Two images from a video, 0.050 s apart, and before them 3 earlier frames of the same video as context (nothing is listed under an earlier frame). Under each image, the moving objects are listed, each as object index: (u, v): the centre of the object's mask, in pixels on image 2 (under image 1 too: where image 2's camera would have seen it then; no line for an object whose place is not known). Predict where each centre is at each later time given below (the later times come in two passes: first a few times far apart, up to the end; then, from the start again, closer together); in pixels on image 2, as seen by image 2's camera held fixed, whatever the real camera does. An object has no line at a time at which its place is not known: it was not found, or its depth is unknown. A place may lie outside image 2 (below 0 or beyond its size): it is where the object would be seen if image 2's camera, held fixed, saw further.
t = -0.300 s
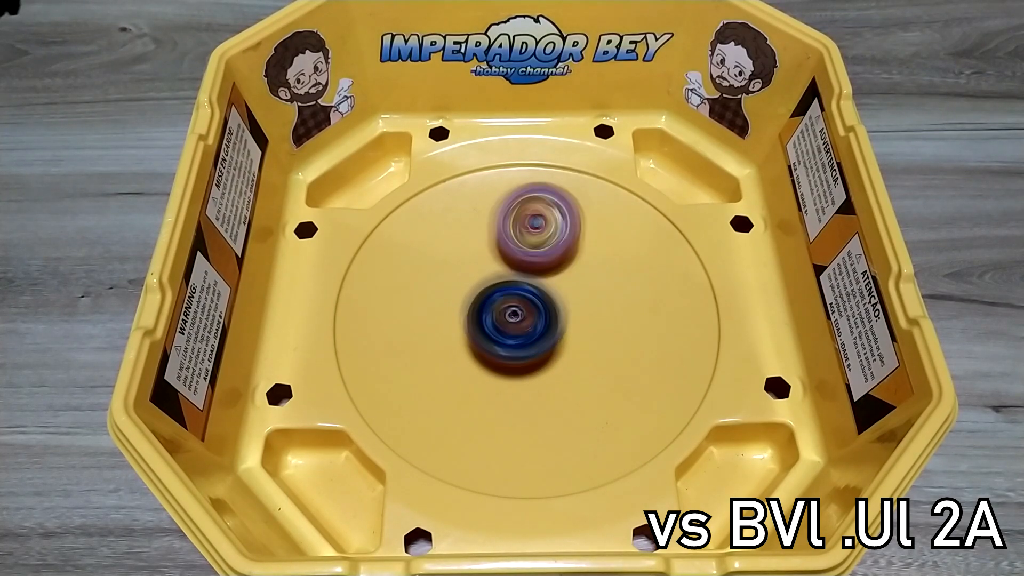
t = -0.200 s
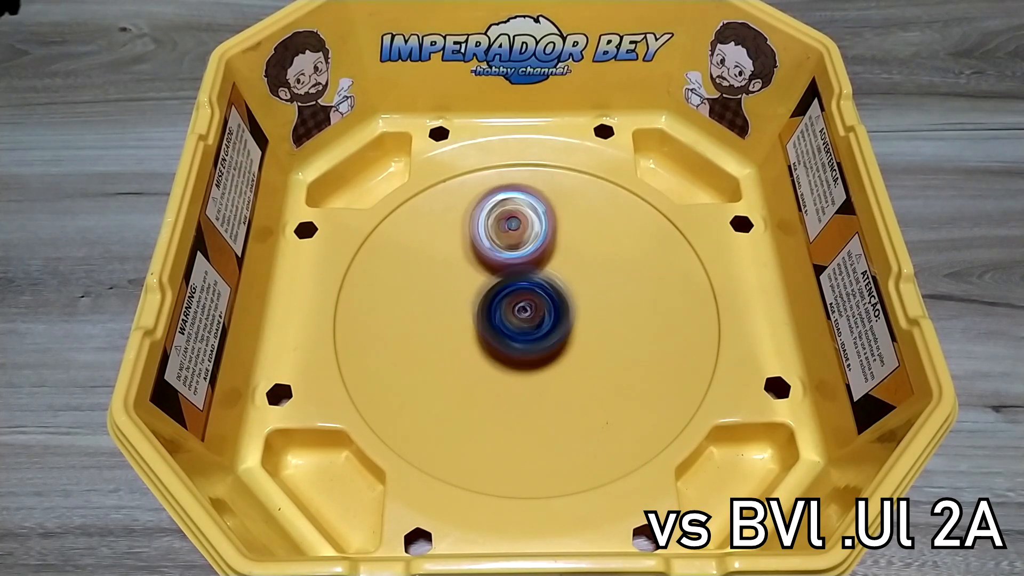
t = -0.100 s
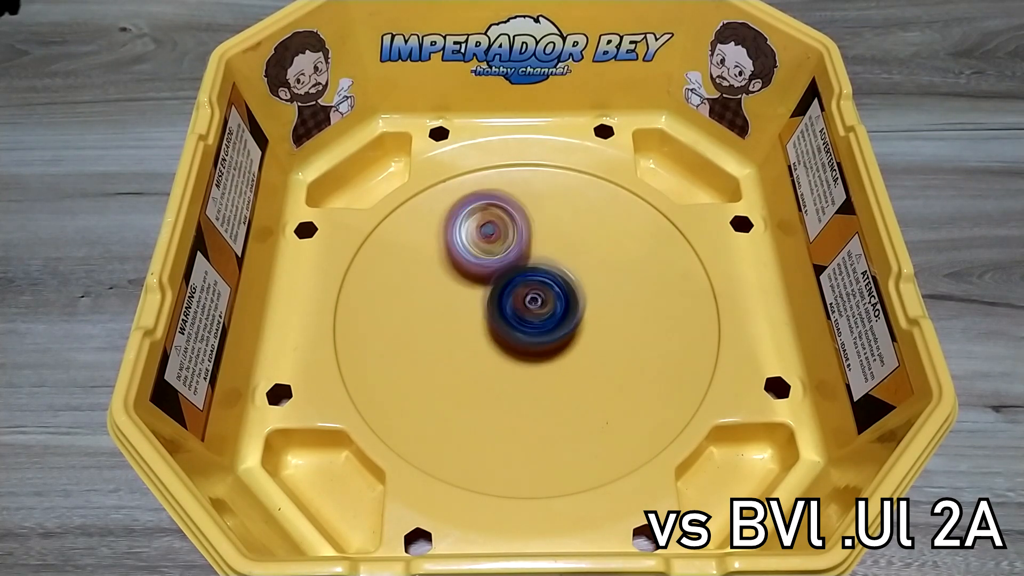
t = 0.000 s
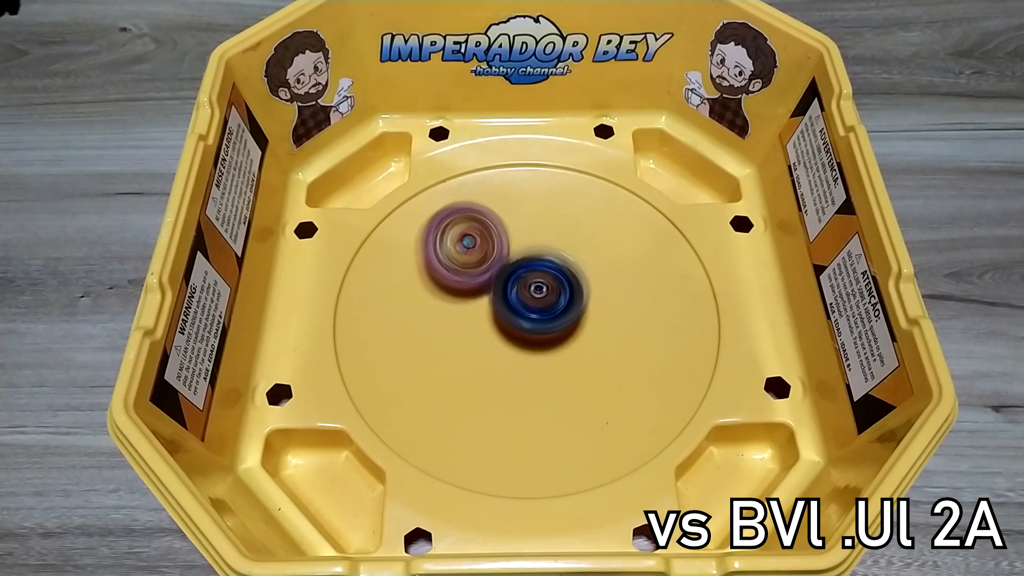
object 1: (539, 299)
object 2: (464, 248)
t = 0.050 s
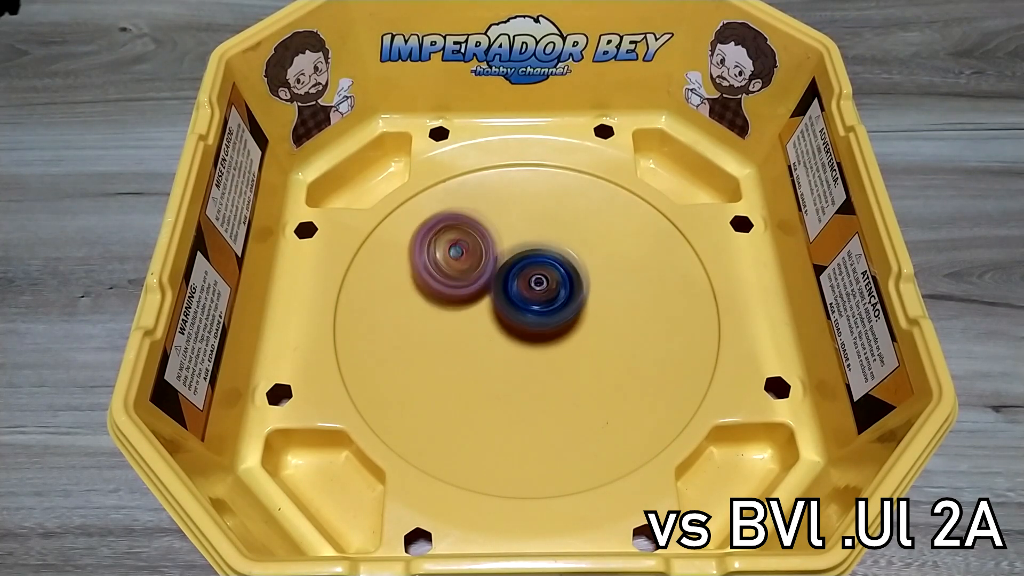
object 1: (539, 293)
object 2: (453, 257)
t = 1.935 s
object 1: (536, 312)
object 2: (505, 228)
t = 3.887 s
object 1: (548, 298)
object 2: (530, 212)
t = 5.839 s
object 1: (528, 307)
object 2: (524, 225)
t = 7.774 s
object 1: (512, 321)
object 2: (479, 228)
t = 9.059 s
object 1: (525, 329)
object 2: (558, 244)
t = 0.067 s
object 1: (539, 292)
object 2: (452, 259)
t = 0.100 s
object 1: (536, 290)
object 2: (446, 265)
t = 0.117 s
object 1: (535, 289)
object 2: (443, 270)
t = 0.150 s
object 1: (533, 288)
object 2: (439, 277)
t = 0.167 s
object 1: (532, 287)
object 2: (438, 279)
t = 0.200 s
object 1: (530, 286)
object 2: (436, 286)
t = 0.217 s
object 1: (528, 286)
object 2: (434, 292)
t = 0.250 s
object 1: (525, 286)
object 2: (432, 300)
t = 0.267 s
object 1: (525, 286)
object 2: (432, 303)
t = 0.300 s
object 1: (522, 287)
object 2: (431, 311)
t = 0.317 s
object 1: (520, 287)
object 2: (430, 316)
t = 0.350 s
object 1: (519, 290)
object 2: (431, 324)
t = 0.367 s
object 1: (518, 290)
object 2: (432, 327)
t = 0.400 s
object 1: (516, 293)
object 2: (434, 335)
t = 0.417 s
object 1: (516, 295)
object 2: (436, 339)
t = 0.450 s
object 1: (516, 297)
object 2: (438, 347)
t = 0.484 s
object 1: (519, 299)
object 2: (442, 355)
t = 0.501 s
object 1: (519, 300)
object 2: (444, 358)
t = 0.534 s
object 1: (521, 302)
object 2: (449, 363)
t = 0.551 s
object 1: (522, 303)
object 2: (453, 366)
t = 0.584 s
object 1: (526, 304)
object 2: (461, 372)
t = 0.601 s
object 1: (527, 304)
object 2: (464, 374)
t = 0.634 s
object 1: (531, 305)
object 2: (471, 378)
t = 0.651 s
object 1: (534, 305)
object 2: (478, 380)
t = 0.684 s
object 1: (537, 307)
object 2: (488, 382)
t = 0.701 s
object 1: (539, 306)
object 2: (490, 382)
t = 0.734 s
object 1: (542, 306)
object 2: (500, 384)
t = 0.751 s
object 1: (543, 306)
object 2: (508, 387)
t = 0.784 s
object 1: (546, 305)
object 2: (519, 388)
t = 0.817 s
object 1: (547, 303)
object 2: (529, 389)
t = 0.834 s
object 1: (549, 302)
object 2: (533, 388)
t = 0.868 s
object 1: (550, 300)
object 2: (541, 388)
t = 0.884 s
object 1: (550, 299)
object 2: (549, 386)
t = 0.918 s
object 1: (551, 297)
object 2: (559, 387)
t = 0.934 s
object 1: (551, 296)
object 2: (564, 384)
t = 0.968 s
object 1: (550, 294)
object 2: (572, 381)
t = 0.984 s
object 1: (549, 294)
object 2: (577, 380)
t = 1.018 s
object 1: (547, 293)
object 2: (585, 377)
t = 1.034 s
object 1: (546, 293)
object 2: (588, 373)
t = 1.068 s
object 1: (545, 292)
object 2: (596, 368)
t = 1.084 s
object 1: (544, 292)
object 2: (598, 367)
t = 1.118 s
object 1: (541, 292)
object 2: (604, 360)
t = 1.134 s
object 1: (540, 292)
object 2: (607, 356)
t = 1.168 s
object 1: (538, 293)
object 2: (611, 349)
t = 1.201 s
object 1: (535, 295)
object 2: (614, 342)
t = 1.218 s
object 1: (533, 297)
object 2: (614, 340)
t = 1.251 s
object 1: (531, 299)
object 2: (616, 332)
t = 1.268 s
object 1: (529, 299)
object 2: (618, 327)
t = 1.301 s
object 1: (524, 299)
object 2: (622, 318)
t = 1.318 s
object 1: (517, 301)
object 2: (623, 316)
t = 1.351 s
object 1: (510, 303)
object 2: (624, 307)
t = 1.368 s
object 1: (507, 305)
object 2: (624, 302)
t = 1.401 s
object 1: (498, 311)
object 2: (622, 293)
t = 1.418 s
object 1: (495, 314)
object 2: (620, 291)
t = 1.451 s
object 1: (490, 322)
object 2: (617, 284)
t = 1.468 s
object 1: (490, 324)
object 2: (615, 278)
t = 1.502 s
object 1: (490, 330)
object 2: (610, 272)
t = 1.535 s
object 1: (490, 334)
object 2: (604, 265)
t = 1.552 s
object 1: (491, 337)
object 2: (601, 263)
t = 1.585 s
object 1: (494, 339)
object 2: (596, 257)
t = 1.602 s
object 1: (495, 340)
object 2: (592, 253)
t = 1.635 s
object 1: (500, 342)
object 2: (586, 249)
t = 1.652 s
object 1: (502, 342)
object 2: (581, 247)
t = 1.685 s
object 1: (507, 342)
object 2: (572, 242)
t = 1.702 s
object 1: (509, 342)
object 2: (569, 240)
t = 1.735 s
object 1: (514, 340)
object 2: (561, 235)
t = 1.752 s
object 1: (517, 339)
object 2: (556, 235)
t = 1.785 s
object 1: (522, 337)
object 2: (546, 233)
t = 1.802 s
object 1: (524, 334)
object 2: (542, 231)
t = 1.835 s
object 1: (528, 329)
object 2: (534, 230)
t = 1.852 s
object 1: (530, 327)
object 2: (528, 229)
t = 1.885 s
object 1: (532, 322)
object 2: (519, 229)
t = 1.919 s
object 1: (535, 314)
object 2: (509, 229)
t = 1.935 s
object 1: (536, 312)
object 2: (505, 228)
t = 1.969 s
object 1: (535, 305)
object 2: (495, 229)
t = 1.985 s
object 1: (534, 301)
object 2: (489, 229)
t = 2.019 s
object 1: (534, 299)
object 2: (480, 231)
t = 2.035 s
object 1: (534, 298)
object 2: (478, 231)
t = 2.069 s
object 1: (533, 295)
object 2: (469, 235)
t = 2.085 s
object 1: (533, 295)
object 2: (464, 239)
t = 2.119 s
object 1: (532, 292)
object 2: (458, 244)
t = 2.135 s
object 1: (532, 292)
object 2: (456, 245)
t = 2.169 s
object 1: (531, 292)
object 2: (451, 250)
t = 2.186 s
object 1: (529, 292)
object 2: (447, 255)
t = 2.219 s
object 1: (533, 292)
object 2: (440, 262)
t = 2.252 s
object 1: (535, 293)
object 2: (434, 269)
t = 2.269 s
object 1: (537, 294)
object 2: (434, 270)
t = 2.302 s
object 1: (540, 295)
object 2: (431, 277)
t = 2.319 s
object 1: (542, 295)
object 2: (429, 285)
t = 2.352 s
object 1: (546, 296)
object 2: (427, 293)
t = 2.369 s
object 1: (546, 296)
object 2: (427, 295)
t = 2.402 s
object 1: (549, 296)
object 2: (427, 303)
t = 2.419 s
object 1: (552, 295)
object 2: (428, 312)
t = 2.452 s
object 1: (551, 296)
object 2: (430, 322)
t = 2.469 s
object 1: (551, 295)
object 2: (430, 324)
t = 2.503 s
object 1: (552, 295)
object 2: (433, 332)
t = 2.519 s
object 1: (552, 296)
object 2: (436, 340)
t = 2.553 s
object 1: (552, 296)
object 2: (441, 350)
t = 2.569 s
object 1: (552, 296)
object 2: (442, 352)
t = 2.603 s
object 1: (550, 298)
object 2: (448, 360)
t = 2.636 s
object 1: (549, 299)
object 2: (455, 368)
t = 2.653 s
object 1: (548, 299)
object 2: (461, 373)
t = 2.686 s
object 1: (547, 300)
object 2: (469, 380)
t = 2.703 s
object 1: (545, 302)
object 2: (473, 381)
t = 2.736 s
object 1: (543, 304)
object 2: (481, 385)
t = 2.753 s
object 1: (541, 305)
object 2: (488, 388)
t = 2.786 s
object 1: (539, 308)
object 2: (499, 392)
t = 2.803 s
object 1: (539, 309)
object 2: (503, 392)
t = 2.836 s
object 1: (537, 310)
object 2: (515, 394)
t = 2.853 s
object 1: (535, 311)
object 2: (521, 394)
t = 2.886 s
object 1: (533, 313)
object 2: (533, 396)
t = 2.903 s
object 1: (532, 312)
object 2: (539, 398)
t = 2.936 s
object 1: (529, 310)
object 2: (552, 400)
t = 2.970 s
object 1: (525, 306)
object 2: (564, 401)
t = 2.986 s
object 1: (524, 304)
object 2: (568, 401)
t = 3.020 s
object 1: (519, 301)
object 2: (578, 399)
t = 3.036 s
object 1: (517, 300)
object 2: (582, 396)
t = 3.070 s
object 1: (513, 298)
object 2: (590, 391)
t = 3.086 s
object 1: (510, 297)
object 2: (593, 391)
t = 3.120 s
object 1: (507, 296)
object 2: (599, 385)
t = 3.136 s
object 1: (505, 295)
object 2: (603, 380)
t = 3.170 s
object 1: (501, 295)
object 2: (607, 374)
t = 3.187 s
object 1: (499, 295)
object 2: (608, 372)
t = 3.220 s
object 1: (497, 296)
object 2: (612, 364)
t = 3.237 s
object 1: (496, 296)
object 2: (614, 358)
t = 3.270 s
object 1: (495, 297)
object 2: (614, 349)
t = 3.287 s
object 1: (494, 298)
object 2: (615, 346)
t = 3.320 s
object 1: (493, 299)
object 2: (616, 336)
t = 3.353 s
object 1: (495, 300)
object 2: (614, 326)
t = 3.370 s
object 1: (494, 301)
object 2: (613, 317)
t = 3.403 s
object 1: (495, 303)
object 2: (612, 306)
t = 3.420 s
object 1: (496, 305)
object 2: (611, 303)
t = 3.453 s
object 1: (498, 307)
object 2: (607, 291)
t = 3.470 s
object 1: (500, 307)
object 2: (605, 284)
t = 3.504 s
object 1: (505, 308)
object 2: (601, 272)
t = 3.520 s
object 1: (507, 310)
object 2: (599, 268)
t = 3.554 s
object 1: (510, 310)
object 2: (594, 258)
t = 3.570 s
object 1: (512, 310)
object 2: (591, 251)
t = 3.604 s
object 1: (517, 310)
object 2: (585, 242)
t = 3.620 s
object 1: (521, 310)
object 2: (583, 239)
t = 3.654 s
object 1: (525, 310)
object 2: (576, 233)
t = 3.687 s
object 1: (530, 308)
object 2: (569, 225)
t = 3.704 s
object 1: (534, 306)
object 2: (566, 222)
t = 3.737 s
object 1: (537, 305)
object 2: (561, 218)
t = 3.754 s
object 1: (538, 305)
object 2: (557, 217)
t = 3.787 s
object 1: (542, 303)
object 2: (550, 214)
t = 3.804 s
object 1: (545, 302)
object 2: (547, 213)
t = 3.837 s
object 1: (547, 301)
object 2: (542, 212)
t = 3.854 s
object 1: (547, 299)
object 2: (537, 212)
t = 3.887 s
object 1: (548, 298)
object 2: (530, 212)
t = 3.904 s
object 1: (549, 297)
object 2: (528, 212)
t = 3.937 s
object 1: (551, 294)
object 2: (521, 212)
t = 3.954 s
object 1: (551, 293)
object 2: (517, 214)
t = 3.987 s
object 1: (550, 293)
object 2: (510, 216)
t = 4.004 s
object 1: (551, 291)
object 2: (508, 216)
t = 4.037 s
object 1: (549, 290)
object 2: (500, 221)
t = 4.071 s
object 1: (550, 291)
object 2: (492, 225)
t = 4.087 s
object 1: (551, 293)
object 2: (486, 228)
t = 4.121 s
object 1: (554, 298)
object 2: (475, 233)
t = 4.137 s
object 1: (556, 300)
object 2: (471, 235)
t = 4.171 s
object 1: (560, 306)
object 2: (463, 242)
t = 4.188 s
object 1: (562, 310)
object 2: (458, 248)
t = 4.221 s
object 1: (564, 314)
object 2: (450, 258)
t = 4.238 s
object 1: (565, 316)
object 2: (447, 260)
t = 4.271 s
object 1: (569, 319)
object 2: (443, 269)
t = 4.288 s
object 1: (570, 321)
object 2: (440, 278)
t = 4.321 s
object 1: (572, 322)
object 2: (436, 290)
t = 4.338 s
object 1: (572, 323)
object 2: (434, 293)
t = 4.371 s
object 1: (573, 324)
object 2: (432, 303)
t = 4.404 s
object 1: (573, 325)
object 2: (430, 316)
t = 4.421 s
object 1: (573, 327)
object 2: (429, 326)
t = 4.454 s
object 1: (569, 327)
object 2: (429, 337)
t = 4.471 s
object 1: (569, 327)
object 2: (430, 339)
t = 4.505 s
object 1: (566, 326)
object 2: (431, 351)
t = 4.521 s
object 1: (564, 327)
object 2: (433, 358)
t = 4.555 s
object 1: (561, 328)
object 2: (437, 367)
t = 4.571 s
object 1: (559, 326)
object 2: (438, 369)
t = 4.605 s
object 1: (552, 326)
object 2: (444, 378)
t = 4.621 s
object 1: (549, 327)
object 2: (448, 383)
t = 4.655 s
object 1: (545, 327)
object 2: (456, 389)
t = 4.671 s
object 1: (543, 327)
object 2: (459, 390)
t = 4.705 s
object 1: (536, 327)
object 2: (467, 394)
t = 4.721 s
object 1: (532, 327)
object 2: (472, 397)
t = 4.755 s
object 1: (525, 327)
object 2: (480, 402)
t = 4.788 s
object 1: (520, 323)
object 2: (490, 406)
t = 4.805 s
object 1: (518, 322)
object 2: (496, 405)
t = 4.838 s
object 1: (515, 319)
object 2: (508, 407)
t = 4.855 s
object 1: (512, 317)
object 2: (513, 406)
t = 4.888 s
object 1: (507, 314)
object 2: (525, 406)
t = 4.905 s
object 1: (505, 313)
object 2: (532, 403)
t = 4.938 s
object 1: (502, 311)
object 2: (544, 399)
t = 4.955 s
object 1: (500, 310)
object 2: (549, 398)
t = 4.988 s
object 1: (497, 306)
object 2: (561, 392)
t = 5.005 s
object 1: (494, 306)
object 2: (566, 387)
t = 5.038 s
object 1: (490, 304)
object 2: (578, 380)
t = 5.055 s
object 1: (489, 304)
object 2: (582, 378)
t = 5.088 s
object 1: (487, 304)
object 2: (591, 368)
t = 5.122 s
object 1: (486, 303)
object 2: (599, 360)
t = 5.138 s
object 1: (487, 304)
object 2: (605, 353)
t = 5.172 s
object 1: (486, 304)
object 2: (611, 341)
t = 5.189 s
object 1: (486, 305)
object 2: (612, 339)
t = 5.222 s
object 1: (488, 304)
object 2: (617, 329)
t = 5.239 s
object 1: (489, 303)
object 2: (620, 319)
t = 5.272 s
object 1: (491, 304)
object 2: (623, 308)
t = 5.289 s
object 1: (492, 304)
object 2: (624, 307)
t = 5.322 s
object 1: (496, 303)
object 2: (624, 297)
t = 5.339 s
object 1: (497, 303)
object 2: (625, 288)
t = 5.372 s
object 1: (500, 303)
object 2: (623, 280)
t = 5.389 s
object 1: (502, 304)
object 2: (623, 275)
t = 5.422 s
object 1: (506, 302)
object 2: (620, 268)
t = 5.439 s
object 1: (509, 302)
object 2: (617, 262)
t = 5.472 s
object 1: (515, 300)
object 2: (613, 255)
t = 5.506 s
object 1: (521, 299)
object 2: (607, 248)
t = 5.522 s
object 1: (523, 299)
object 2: (605, 247)
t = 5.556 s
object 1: (528, 297)
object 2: (598, 240)
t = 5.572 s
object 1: (530, 295)
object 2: (595, 236)
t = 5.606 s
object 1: (530, 294)
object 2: (589, 230)
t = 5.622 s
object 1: (529, 294)
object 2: (587, 229)
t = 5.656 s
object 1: (530, 294)
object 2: (580, 225)
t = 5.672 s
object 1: (529, 295)
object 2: (575, 222)
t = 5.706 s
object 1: (528, 298)
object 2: (564, 221)
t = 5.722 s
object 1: (528, 299)
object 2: (562, 221)
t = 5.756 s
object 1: (529, 300)
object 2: (552, 222)
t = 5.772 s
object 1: (528, 302)
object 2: (547, 221)
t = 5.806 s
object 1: (528, 303)
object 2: (536, 222)
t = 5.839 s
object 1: (528, 307)
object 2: (524, 225)
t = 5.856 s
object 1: (528, 308)
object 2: (518, 227)
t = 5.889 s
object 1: (528, 311)
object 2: (507, 231)
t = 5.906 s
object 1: (529, 312)
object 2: (499, 233)
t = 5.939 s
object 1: (532, 316)
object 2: (487, 238)
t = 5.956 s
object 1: (533, 319)
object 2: (482, 241)
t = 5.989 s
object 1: (534, 322)
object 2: (470, 246)
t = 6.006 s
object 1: (537, 323)
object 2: (464, 249)
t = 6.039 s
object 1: (539, 326)
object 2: (454, 255)
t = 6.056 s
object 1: (539, 328)
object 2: (449, 259)
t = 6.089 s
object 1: (542, 330)
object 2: (441, 266)
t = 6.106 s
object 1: (544, 330)
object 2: (436, 269)
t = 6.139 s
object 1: (546, 330)
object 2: (430, 277)
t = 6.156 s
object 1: (546, 330)
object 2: (427, 283)
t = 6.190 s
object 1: (548, 330)
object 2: (422, 292)
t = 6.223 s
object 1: (548, 329)
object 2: (420, 301)
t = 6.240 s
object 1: (548, 328)
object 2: (418, 305)
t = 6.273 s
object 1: (547, 327)
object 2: (417, 314)
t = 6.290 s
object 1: (547, 326)
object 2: (417, 320)
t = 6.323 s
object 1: (545, 325)
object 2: (419, 330)
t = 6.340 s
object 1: (544, 324)
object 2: (421, 333)
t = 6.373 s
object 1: (543, 322)
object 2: (424, 341)
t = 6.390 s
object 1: (542, 321)
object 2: (427, 349)
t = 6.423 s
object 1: (540, 319)
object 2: (432, 356)
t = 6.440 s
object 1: (538, 317)
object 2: (435, 358)
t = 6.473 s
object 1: (535, 314)
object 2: (444, 365)
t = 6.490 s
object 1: (534, 313)
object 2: (449, 370)
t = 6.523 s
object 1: (528, 312)
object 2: (459, 376)
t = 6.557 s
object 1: (524, 310)
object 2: (469, 380)
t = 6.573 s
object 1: (522, 309)
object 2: (475, 381)
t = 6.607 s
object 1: (517, 305)
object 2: (487, 386)
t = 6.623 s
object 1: (516, 303)
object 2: (493, 390)
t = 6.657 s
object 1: (511, 301)
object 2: (507, 395)
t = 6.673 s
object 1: (508, 299)
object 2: (514, 395)
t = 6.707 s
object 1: (504, 298)
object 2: (528, 396)
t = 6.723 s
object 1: (503, 298)
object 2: (536, 398)
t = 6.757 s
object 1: (500, 297)
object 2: (549, 397)
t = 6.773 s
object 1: (498, 298)
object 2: (556, 395)
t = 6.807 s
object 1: (496, 298)
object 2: (572, 391)
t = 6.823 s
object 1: (495, 298)
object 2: (574, 390)
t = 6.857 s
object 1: (495, 298)
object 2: (586, 385)
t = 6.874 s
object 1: (495, 299)
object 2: (595, 381)
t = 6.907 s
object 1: (495, 300)
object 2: (603, 373)
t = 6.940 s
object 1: (496, 301)
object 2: (610, 368)
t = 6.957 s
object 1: (497, 302)
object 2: (612, 364)
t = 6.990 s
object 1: (499, 304)
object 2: (618, 355)
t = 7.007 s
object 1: (499, 304)
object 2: (621, 349)
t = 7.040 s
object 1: (503, 305)
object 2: (624, 340)
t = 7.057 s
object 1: (504, 306)
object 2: (625, 336)
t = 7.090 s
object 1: (507, 306)
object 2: (627, 327)
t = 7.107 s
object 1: (510, 306)
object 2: (626, 320)
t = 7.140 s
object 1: (515, 306)
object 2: (626, 309)
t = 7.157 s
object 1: (516, 306)
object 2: (625, 304)
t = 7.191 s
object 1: (521, 307)
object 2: (622, 295)
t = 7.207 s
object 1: (524, 306)
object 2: (619, 289)
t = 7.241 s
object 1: (528, 305)
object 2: (614, 279)
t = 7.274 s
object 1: (528, 305)
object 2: (612, 267)
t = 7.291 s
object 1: (527, 306)
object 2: (612, 266)
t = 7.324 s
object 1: (524, 308)
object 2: (609, 252)
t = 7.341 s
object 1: (523, 308)
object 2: (605, 244)
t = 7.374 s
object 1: (521, 310)
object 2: (599, 235)
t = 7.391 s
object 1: (520, 310)
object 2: (597, 233)
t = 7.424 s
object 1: (517, 311)
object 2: (589, 225)
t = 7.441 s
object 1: (516, 312)
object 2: (582, 220)
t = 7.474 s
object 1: (513, 314)
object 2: (572, 215)
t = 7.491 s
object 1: (513, 314)
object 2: (571, 214)
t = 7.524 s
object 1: (511, 316)
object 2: (561, 211)
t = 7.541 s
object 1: (510, 317)
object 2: (553, 209)
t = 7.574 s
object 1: (509, 318)
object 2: (543, 208)
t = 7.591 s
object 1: (509, 319)
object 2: (541, 209)
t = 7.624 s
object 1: (508, 320)
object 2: (529, 209)
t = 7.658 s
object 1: (509, 320)
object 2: (518, 211)
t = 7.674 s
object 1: (509, 321)
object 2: (508, 213)
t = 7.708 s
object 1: (510, 321)
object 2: (500, 216)
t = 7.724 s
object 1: (510, 322)
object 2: (495, 218)
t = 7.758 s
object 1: (511, 321)
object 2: (484, 225)
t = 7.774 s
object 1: (512, 321)
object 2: (479, 228)
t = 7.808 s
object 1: (513, 321)
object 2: (470, 235)
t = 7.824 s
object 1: (513, 320)
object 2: (466, 239)
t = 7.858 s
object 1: (515, 319)
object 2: (457, 249)
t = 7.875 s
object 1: (516, 318)
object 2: (454, 253)
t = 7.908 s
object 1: (518, 317)
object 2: (447, 264)
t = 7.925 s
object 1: (519, 316)
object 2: (444, 270)
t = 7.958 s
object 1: (522, 313)
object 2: (440, 282)
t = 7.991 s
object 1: (526, 312)
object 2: (436, 294)
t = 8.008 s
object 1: (528, 311)
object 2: (435, 300)
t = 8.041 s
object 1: (531, 309)
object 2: (436, 310)
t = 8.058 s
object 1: (532, 309)
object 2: (436, 317)
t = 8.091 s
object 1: (537, 307)
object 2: (439, 330)
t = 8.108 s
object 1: (539, 307)
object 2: (441, 335)
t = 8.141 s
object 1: (542, 305)
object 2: (445, 345)
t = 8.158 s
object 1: (544, 304)
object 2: (449, 352)
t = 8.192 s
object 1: (548, 301)
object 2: (457, 361)
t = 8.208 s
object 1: (549, 300)
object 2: (461, 364)
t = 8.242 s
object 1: (551, 297)
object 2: (472, 374)
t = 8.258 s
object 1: (551, 295)
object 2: (476, 378)
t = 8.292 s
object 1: (552, 293)
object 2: (489, 385)
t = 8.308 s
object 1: (552, 292)
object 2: (496, 386)
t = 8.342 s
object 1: (550, 291)
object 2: (508, 389)
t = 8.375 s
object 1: (549, 289)
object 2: (522, 391)
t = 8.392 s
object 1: (549, 288)
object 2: (531, 391)
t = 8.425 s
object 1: (547, 287)
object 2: (542, 392)
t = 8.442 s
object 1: (545, 287)
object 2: (552, 390)
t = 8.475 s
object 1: (542, 288)
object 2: (564, 387)
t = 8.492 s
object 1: (540, 288)
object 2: (568, 384)
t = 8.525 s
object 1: (539, 289)
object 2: (580, 377)
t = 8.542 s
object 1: (537, 291)
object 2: (586, 376)
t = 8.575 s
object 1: (534, 293)
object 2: (597, 367)
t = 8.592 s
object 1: (533, 294)
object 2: (599, 364)
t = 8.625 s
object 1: (531, 296)
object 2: (606, 354)
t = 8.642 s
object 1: (529, 297)
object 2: (611, 349)
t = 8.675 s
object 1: (527, 300)
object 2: (615, 339)
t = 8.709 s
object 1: (525, 304)
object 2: (619, 328)
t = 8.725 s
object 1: (524, 306)
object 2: (619, 323)
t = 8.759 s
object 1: (524, 310)
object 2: (619, 313)
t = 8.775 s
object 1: (524, 312)
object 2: (618, 306)
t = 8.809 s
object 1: (522, 314)
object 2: (616, 296)
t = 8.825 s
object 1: (522, 316)
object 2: (615, 291)
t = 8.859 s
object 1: (522, 318)
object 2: (610, 282)
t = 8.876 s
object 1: (522, 319)
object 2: (607, 277)
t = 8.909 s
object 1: (522, 323)
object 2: (600, 268)
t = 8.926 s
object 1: (521, 325)
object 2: (597, 264)
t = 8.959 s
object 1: (521, 327)
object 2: (589, 259)
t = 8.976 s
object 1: (523, 328)
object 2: (583, 254)
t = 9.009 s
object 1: (525, 329)
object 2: (572, 248)
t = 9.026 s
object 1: (525, 329)
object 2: (568, 247)
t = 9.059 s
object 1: (525, 329)
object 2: (558, 244)
